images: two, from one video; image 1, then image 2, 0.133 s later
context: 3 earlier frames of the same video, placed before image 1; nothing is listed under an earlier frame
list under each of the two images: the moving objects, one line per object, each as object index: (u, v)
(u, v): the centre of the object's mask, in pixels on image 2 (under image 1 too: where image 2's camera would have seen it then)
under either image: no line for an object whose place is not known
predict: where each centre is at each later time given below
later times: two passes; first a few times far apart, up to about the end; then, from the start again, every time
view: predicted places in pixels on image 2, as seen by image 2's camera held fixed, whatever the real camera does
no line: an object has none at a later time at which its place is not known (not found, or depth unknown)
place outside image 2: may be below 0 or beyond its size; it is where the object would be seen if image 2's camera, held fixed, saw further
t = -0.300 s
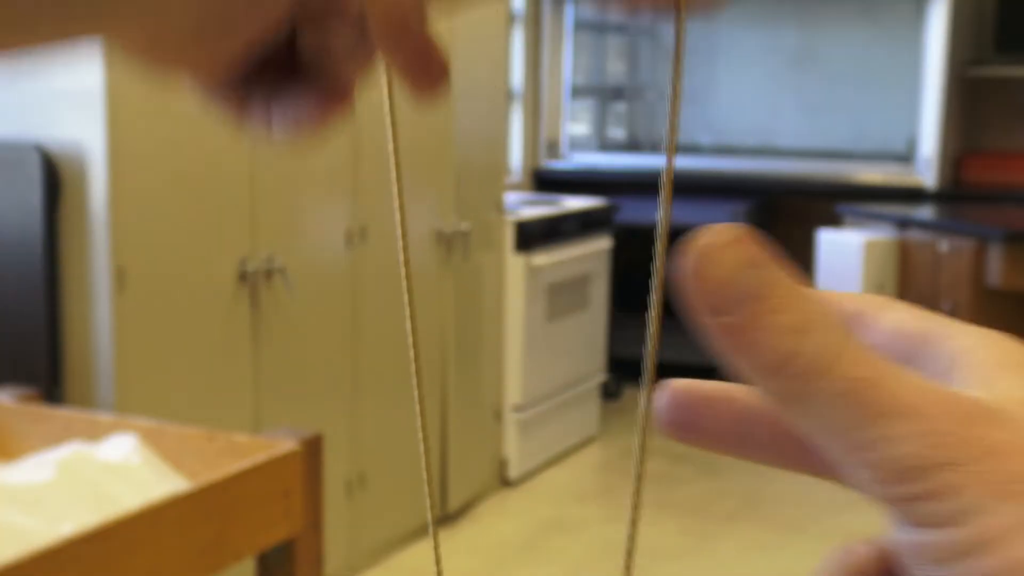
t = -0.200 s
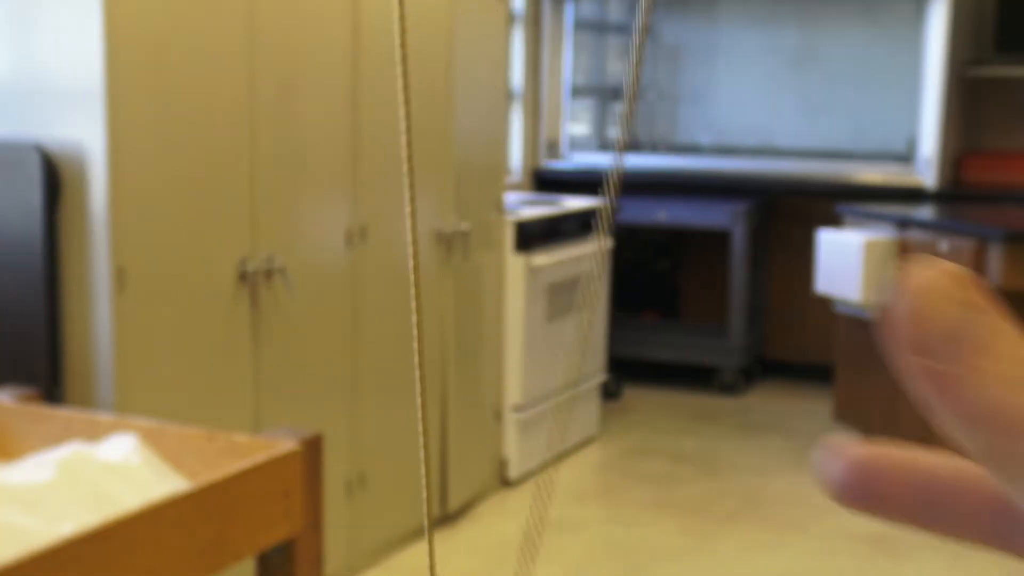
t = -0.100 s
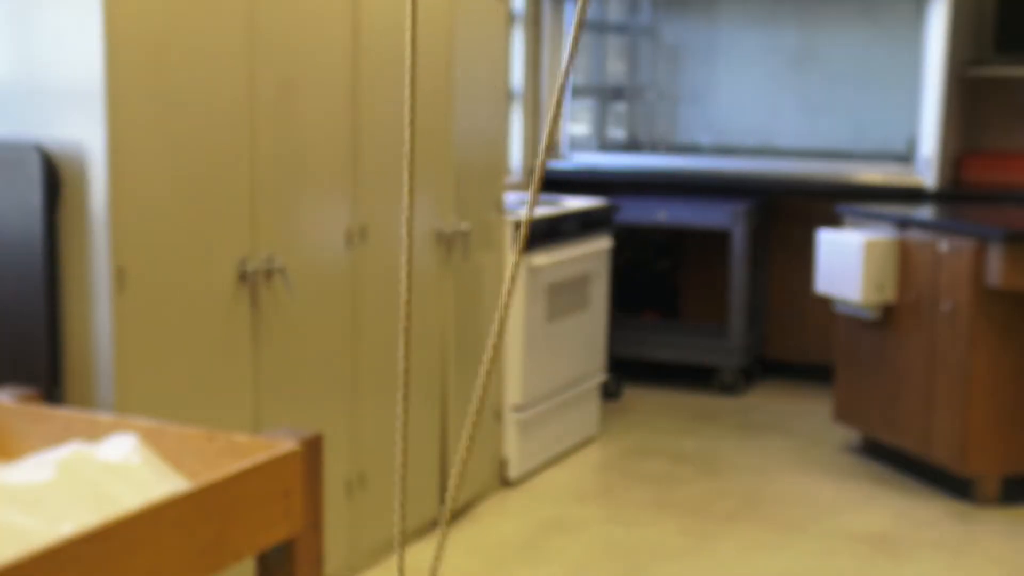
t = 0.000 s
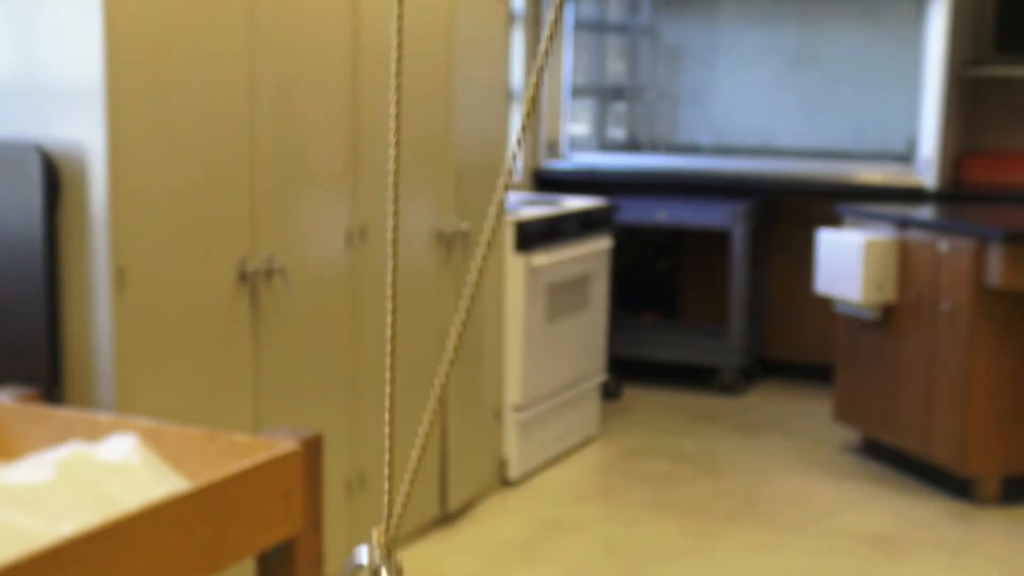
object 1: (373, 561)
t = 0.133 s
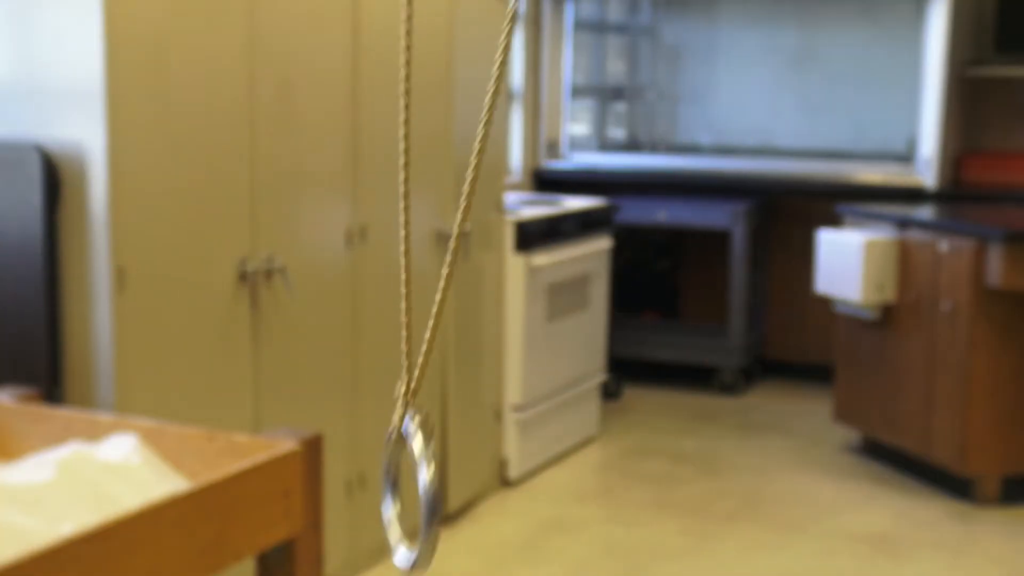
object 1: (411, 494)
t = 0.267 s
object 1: (480, 384)
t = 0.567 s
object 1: (611, 332)
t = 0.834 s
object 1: (643, 329)
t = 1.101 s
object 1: (619, 347)
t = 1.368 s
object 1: (604, 388)
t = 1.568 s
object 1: (635, 386)
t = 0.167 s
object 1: (429, 465)
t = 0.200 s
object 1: (445, 434)
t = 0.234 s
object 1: (463, 406)
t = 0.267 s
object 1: (480, 384)
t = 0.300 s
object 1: (496, 368)
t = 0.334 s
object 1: (511, 355)
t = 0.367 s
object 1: (539, 344)
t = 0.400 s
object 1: (556, 340)
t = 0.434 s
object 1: (571, 340)
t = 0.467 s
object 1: (583, 334)
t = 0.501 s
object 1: (594, 336)
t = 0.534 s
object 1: (603, 336)
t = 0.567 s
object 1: (611, 332)
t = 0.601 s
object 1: (618, 332)
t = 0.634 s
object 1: (626, 329)
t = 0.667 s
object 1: (628, 329)
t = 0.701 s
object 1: (633, 330)
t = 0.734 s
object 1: (635, 329)
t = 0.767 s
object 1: (637, 330)
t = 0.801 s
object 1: (640, 334)
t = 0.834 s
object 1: (643, 329)
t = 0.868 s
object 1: (644, 334)
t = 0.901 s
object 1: (646, 335)
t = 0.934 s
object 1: (646, 333)
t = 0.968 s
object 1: (644, 337)
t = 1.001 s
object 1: (640, 338)
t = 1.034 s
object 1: (635, 343)
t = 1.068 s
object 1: (627, 344)
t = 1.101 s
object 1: (619, 347)
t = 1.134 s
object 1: (612, 354)
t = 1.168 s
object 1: (606, 354)
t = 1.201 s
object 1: (601, 365)
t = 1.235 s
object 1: (598, 371)
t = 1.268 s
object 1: (597, 375)
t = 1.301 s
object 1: (598, 382)
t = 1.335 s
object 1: (600, 390)
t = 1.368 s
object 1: (604, 388)
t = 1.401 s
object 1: (609, 385)
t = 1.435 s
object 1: (614, 386)
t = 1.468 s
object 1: (620, 382)
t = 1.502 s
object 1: (625, 387)
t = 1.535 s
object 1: (630, 386)
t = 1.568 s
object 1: (635, 386)
